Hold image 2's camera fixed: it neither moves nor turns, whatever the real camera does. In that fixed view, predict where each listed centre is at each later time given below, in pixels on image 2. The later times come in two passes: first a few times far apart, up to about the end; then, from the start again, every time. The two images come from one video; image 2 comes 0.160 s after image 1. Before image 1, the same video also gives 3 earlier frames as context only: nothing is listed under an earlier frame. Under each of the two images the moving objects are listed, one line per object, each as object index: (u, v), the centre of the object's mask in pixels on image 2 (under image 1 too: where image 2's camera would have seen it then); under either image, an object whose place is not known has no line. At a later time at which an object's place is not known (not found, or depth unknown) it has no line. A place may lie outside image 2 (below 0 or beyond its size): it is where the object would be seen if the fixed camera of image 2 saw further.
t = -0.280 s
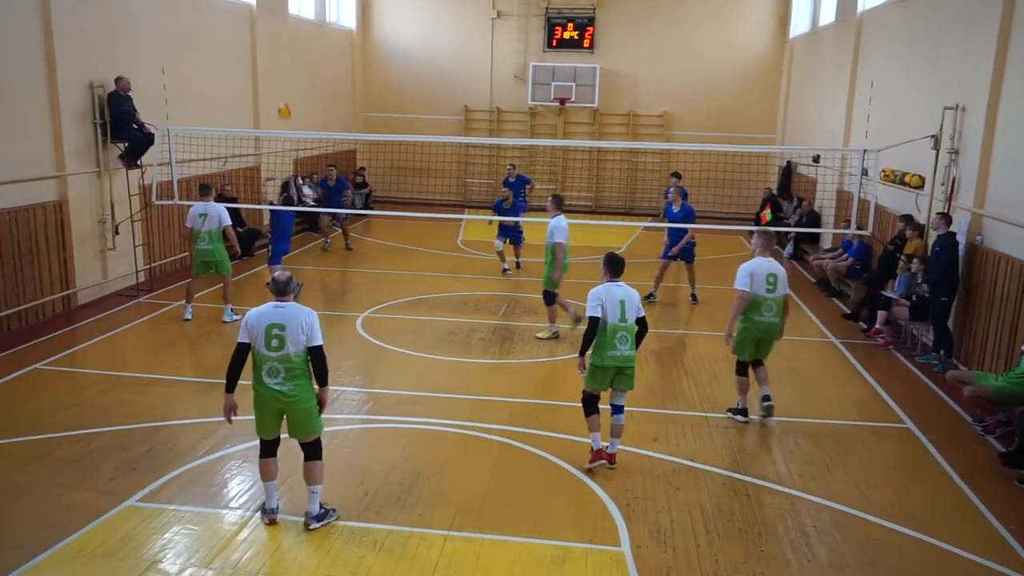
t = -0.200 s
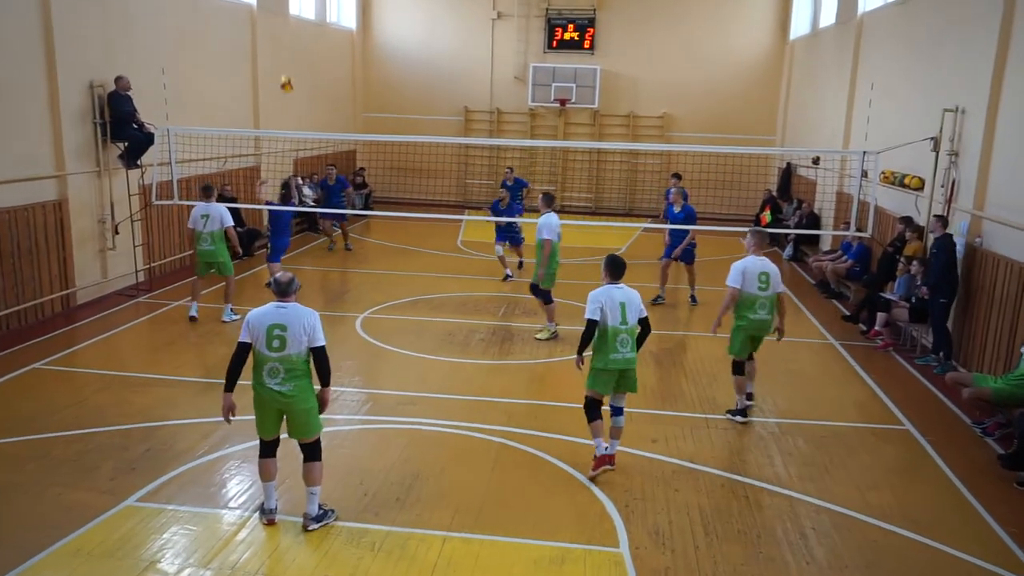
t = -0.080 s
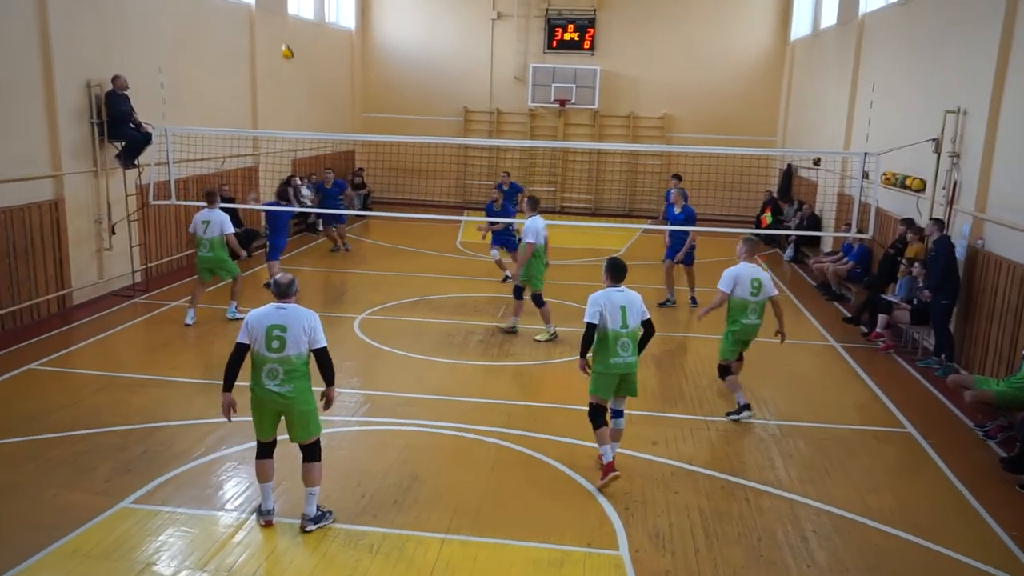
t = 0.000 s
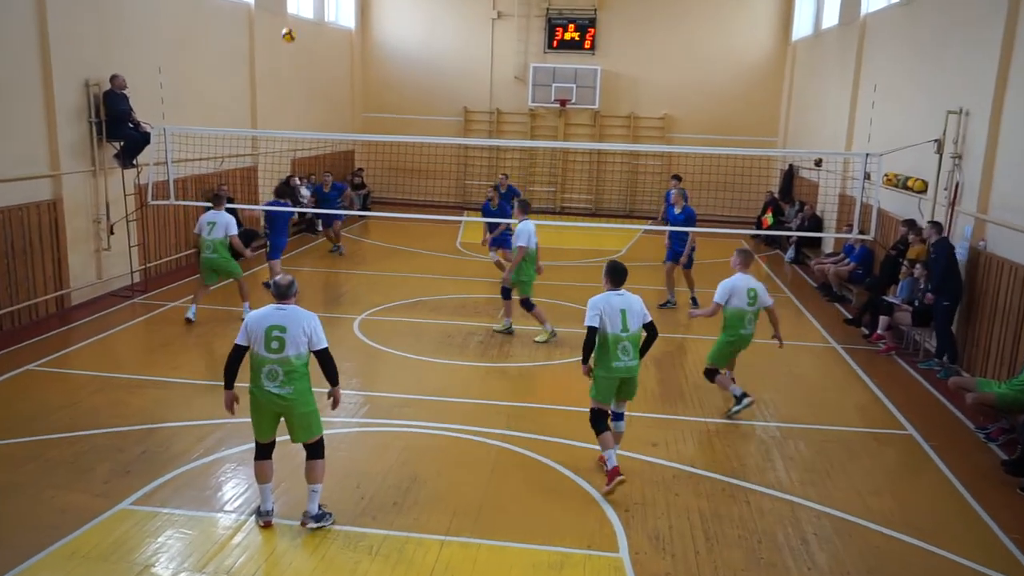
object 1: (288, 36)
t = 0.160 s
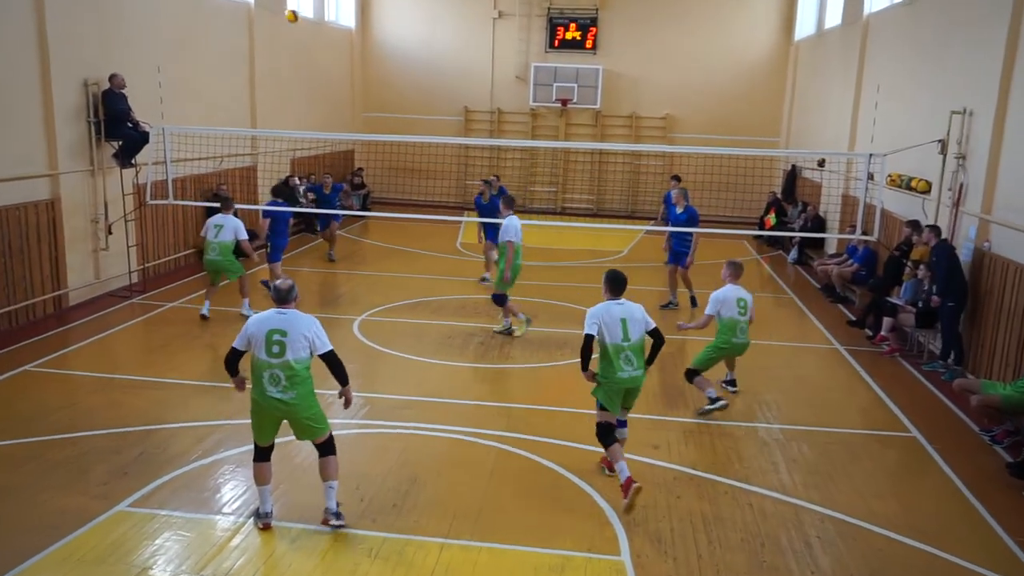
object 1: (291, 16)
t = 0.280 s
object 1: (293, 10)
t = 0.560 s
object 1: (295, 36)
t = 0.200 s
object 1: (292, 14)
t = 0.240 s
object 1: (292, 11)
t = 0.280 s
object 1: (293, 10)
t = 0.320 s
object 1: (293, 11)
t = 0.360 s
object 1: (293, 12)
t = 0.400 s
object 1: (293, 16)
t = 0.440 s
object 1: (293, 18)
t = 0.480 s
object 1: (294, 23)
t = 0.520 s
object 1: (294, 30)
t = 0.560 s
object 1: (295, 36)
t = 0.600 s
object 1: (295, 44)
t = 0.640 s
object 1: (296, 54)
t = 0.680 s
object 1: (297, 64)
